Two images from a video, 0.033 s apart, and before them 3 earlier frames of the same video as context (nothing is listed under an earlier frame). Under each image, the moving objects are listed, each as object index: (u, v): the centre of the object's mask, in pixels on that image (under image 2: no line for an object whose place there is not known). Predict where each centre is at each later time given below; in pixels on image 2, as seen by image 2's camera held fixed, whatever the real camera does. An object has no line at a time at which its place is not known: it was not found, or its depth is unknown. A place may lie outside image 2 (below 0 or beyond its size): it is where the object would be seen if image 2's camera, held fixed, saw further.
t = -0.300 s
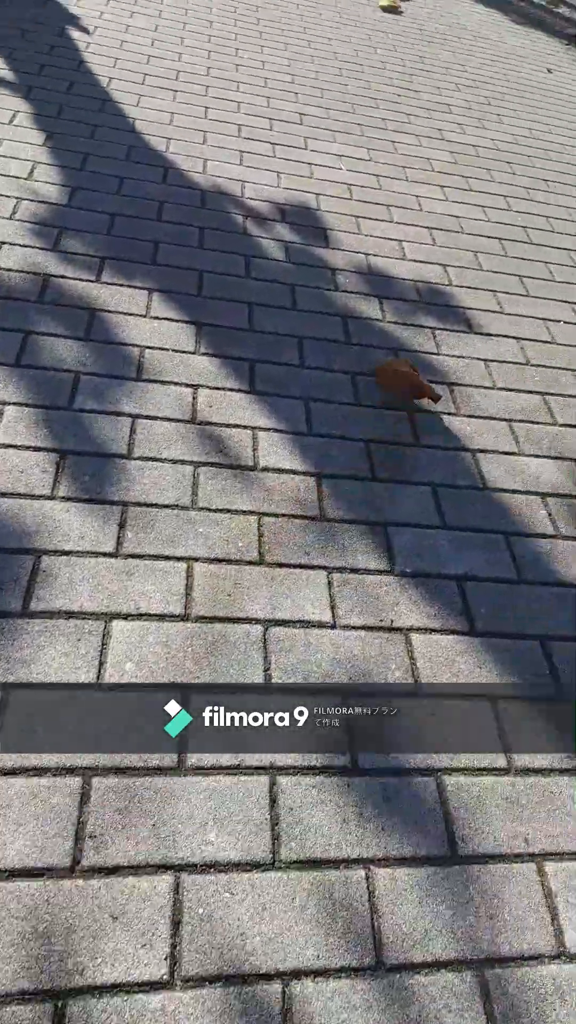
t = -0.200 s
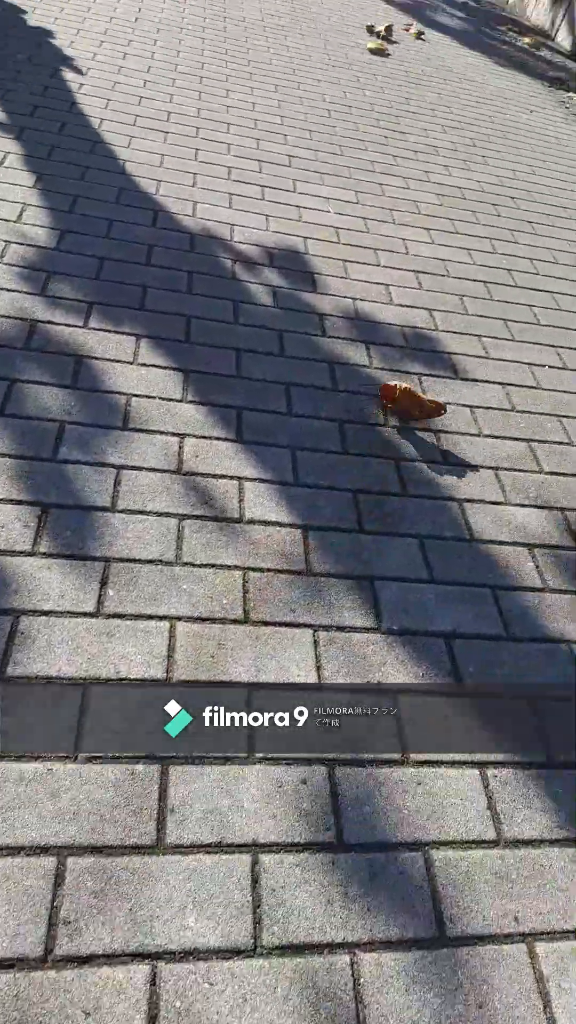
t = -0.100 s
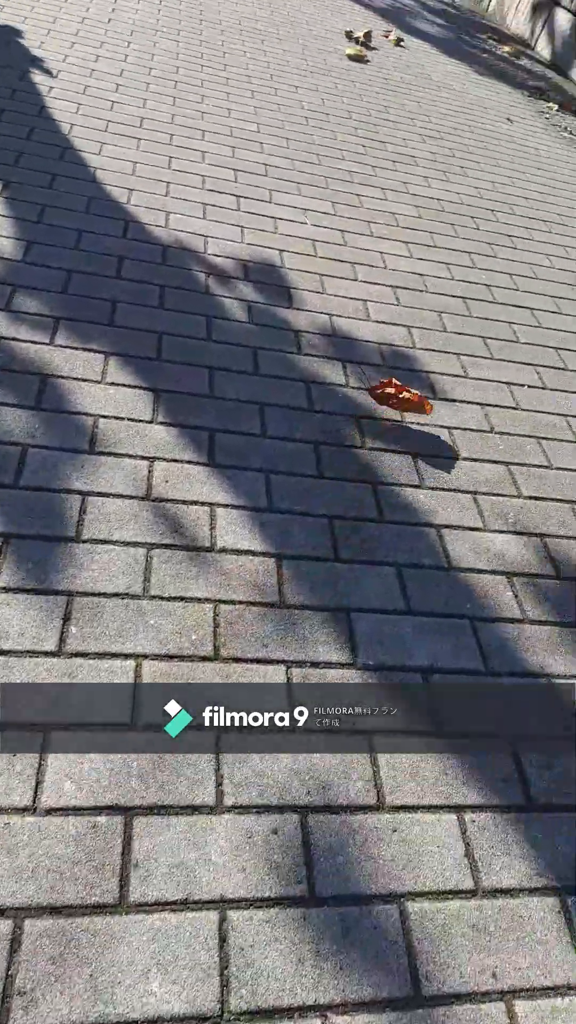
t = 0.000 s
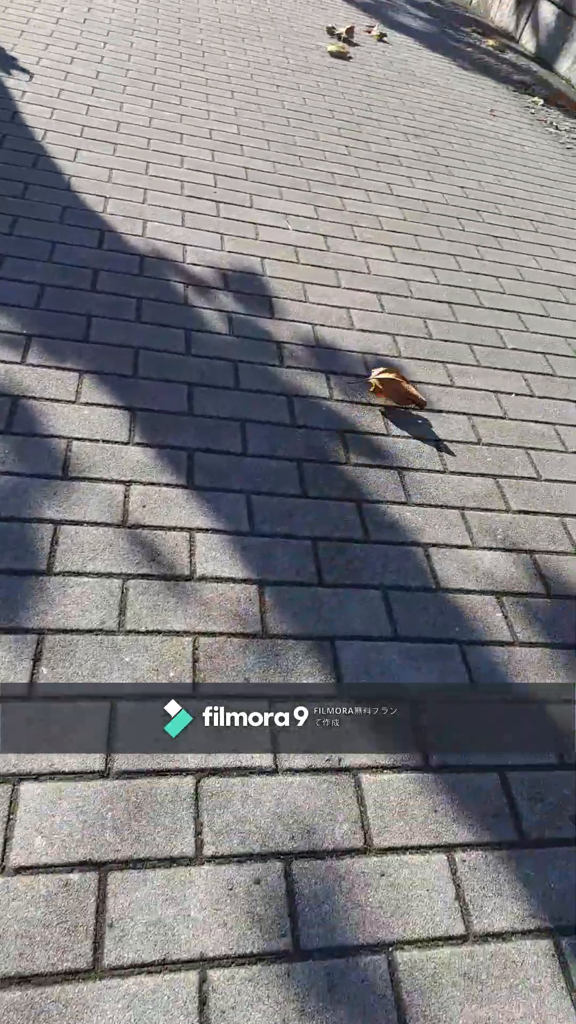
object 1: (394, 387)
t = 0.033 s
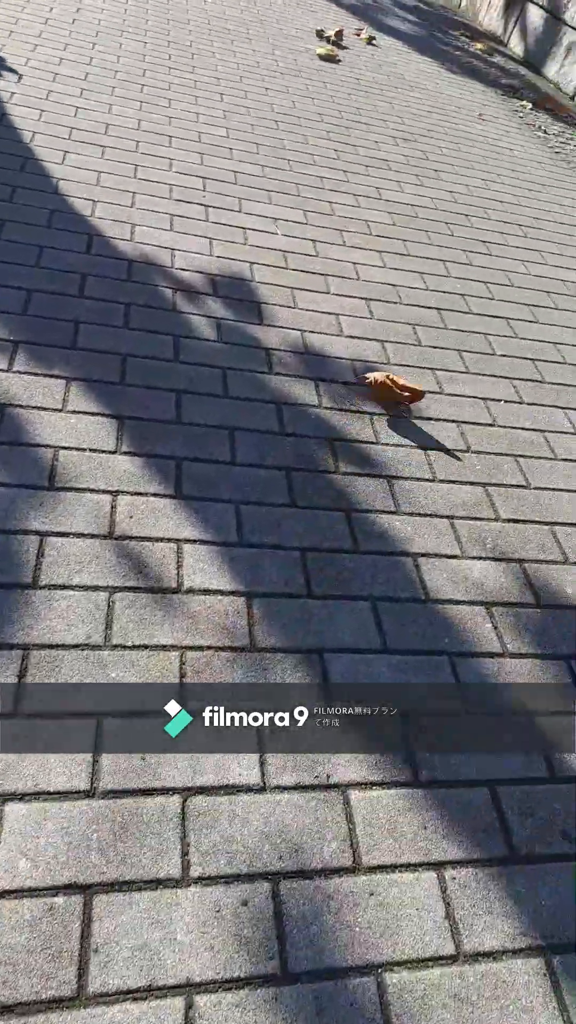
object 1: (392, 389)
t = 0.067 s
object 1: (395, 379)
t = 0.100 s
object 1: (397, 370)
